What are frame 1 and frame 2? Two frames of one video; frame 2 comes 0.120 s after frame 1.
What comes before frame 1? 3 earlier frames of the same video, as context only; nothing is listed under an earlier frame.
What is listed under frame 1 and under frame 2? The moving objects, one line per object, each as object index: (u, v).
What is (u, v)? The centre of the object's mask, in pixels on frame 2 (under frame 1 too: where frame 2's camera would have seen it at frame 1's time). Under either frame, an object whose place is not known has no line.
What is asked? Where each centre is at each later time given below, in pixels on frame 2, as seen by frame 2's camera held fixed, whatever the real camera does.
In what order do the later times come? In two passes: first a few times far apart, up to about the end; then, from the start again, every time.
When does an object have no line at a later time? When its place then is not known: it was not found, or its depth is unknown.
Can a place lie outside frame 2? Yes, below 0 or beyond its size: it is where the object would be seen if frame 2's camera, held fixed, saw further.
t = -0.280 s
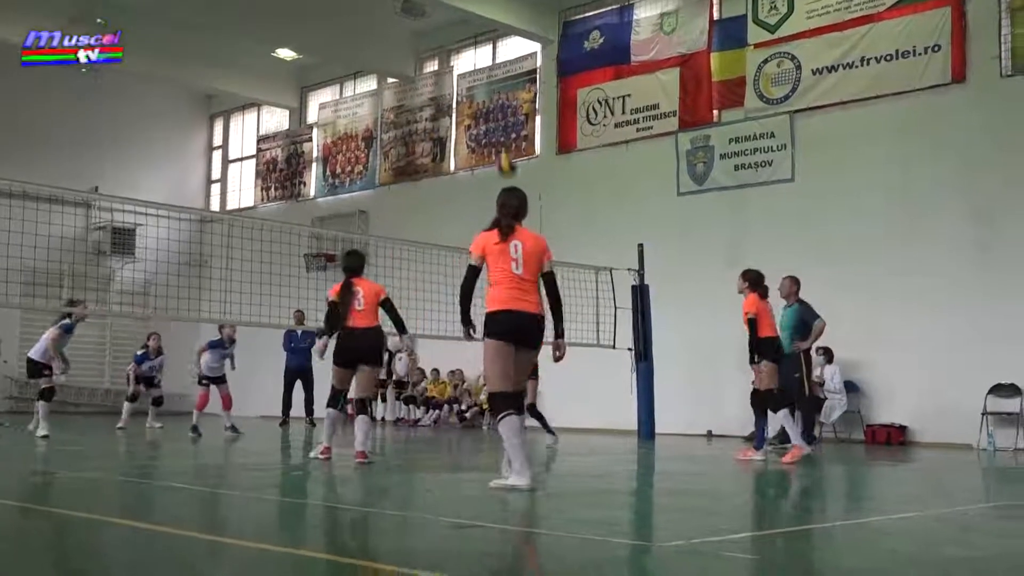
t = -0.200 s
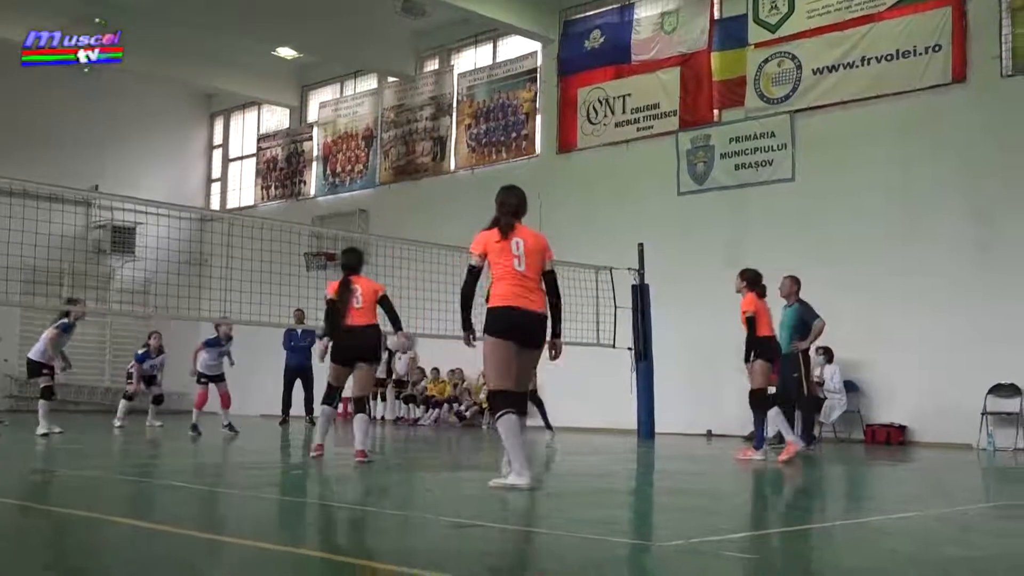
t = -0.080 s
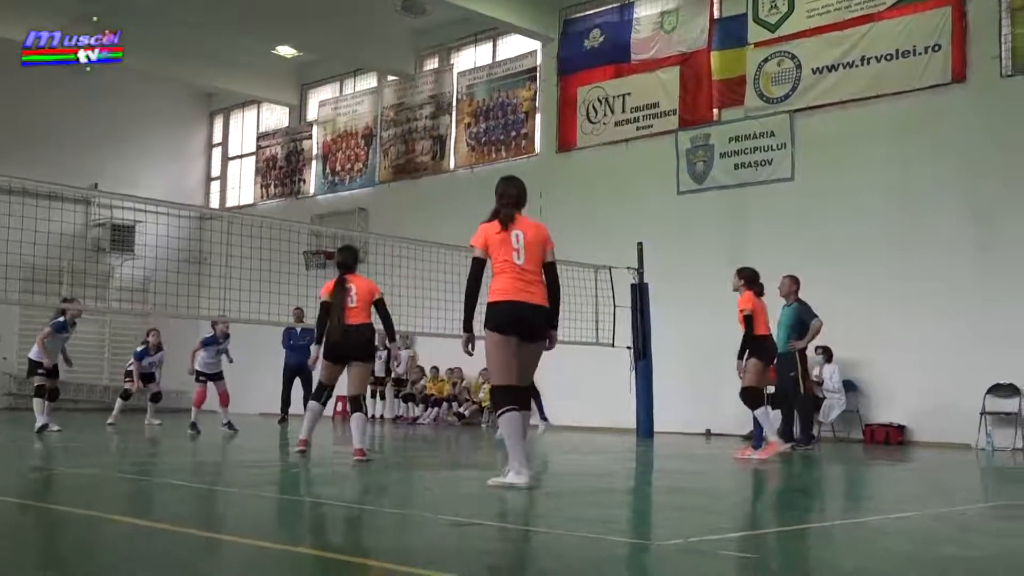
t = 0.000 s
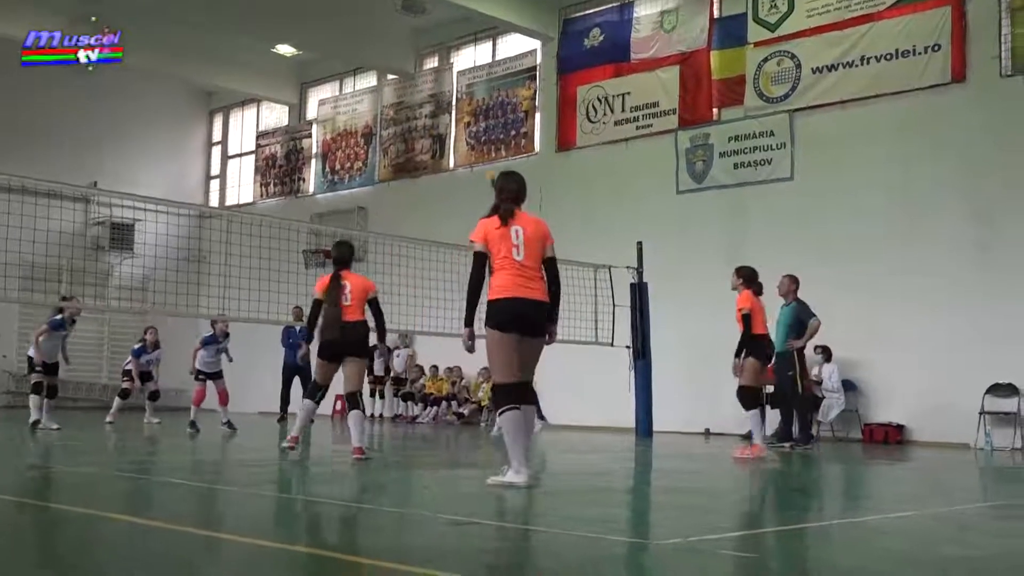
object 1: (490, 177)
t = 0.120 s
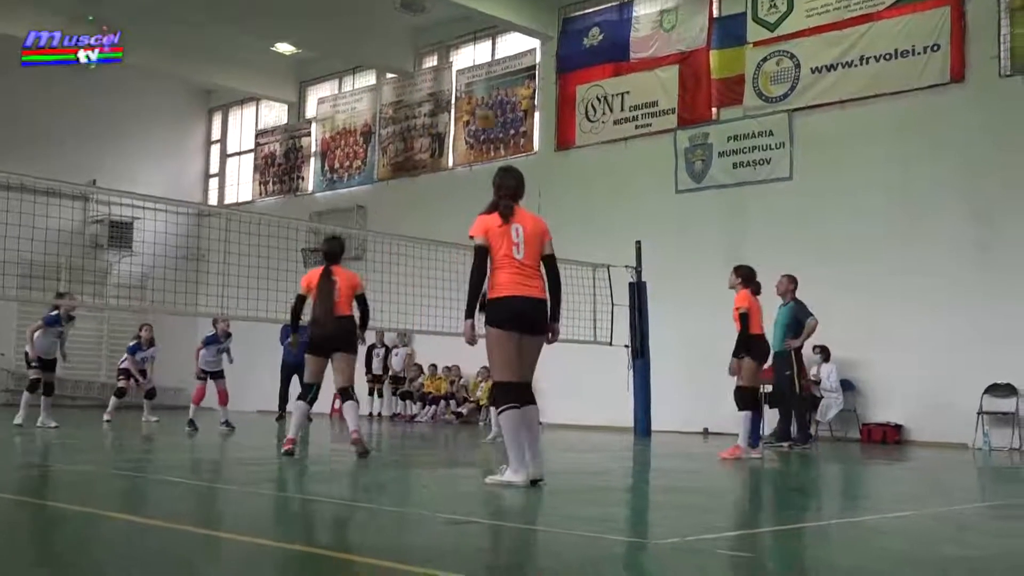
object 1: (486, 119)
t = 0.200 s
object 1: (474, 86)
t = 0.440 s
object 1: (445, 28)
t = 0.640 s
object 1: (420, 21)
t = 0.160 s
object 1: (479, 99)
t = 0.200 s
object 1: (474, 86)
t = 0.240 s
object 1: (470, 75)
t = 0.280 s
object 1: (465, 63)
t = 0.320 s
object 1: (460, 52)
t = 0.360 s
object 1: (454, 43)
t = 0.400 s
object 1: (450, 35)
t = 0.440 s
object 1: (445, 28)
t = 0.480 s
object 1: (440, 24)
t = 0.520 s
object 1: (435, 22)
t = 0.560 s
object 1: (430, 20)
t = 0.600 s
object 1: (424, 19)
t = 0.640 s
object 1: (420, 21)
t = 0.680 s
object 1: (412, 27)
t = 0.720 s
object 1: (406, 31)
